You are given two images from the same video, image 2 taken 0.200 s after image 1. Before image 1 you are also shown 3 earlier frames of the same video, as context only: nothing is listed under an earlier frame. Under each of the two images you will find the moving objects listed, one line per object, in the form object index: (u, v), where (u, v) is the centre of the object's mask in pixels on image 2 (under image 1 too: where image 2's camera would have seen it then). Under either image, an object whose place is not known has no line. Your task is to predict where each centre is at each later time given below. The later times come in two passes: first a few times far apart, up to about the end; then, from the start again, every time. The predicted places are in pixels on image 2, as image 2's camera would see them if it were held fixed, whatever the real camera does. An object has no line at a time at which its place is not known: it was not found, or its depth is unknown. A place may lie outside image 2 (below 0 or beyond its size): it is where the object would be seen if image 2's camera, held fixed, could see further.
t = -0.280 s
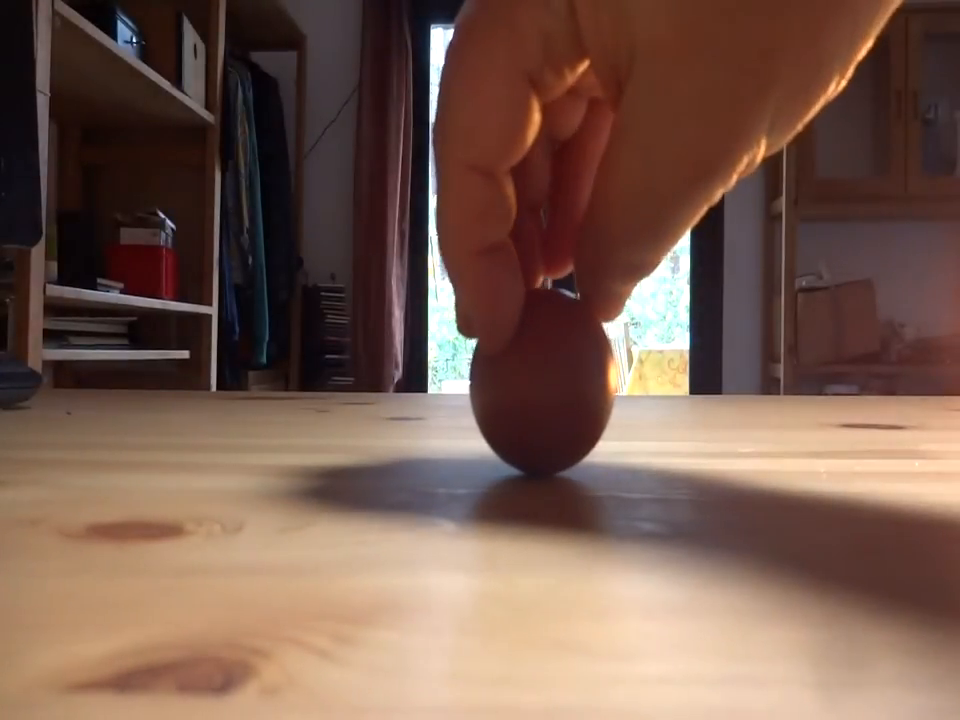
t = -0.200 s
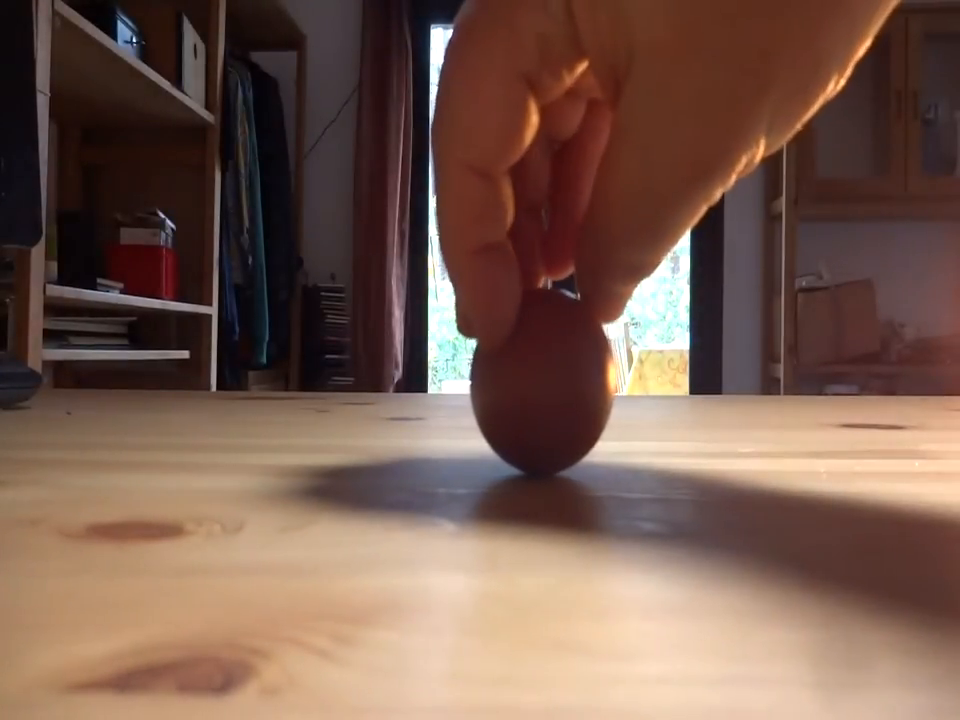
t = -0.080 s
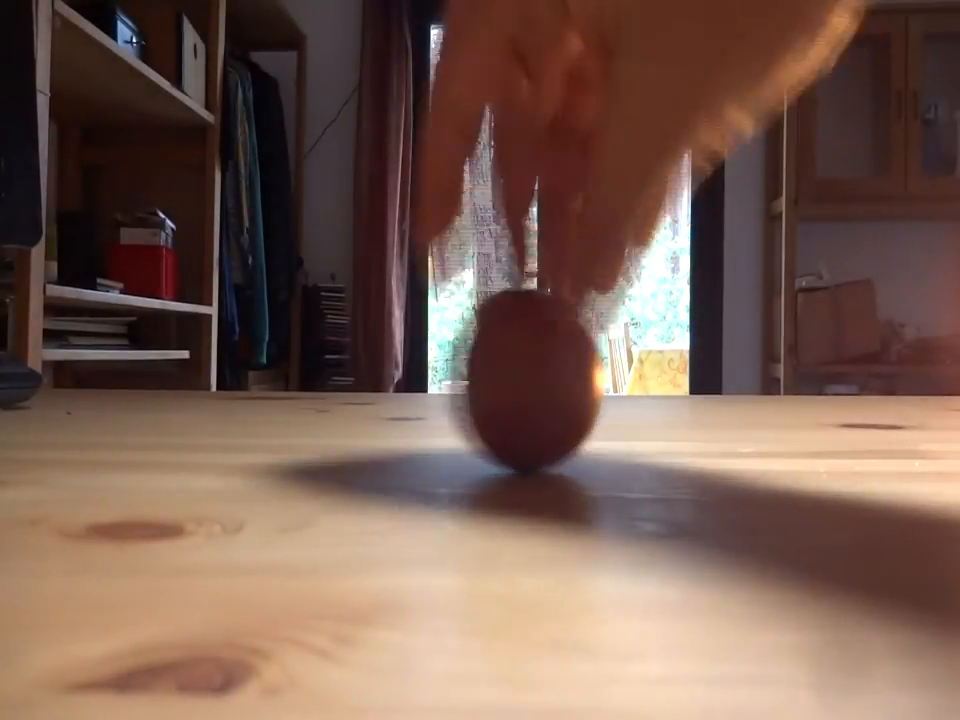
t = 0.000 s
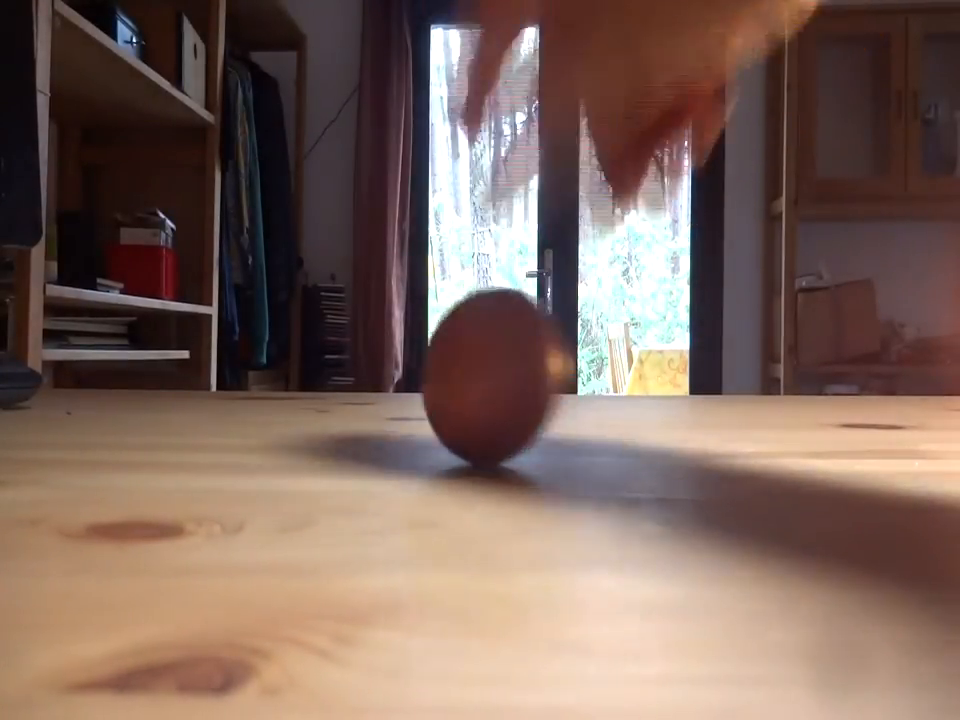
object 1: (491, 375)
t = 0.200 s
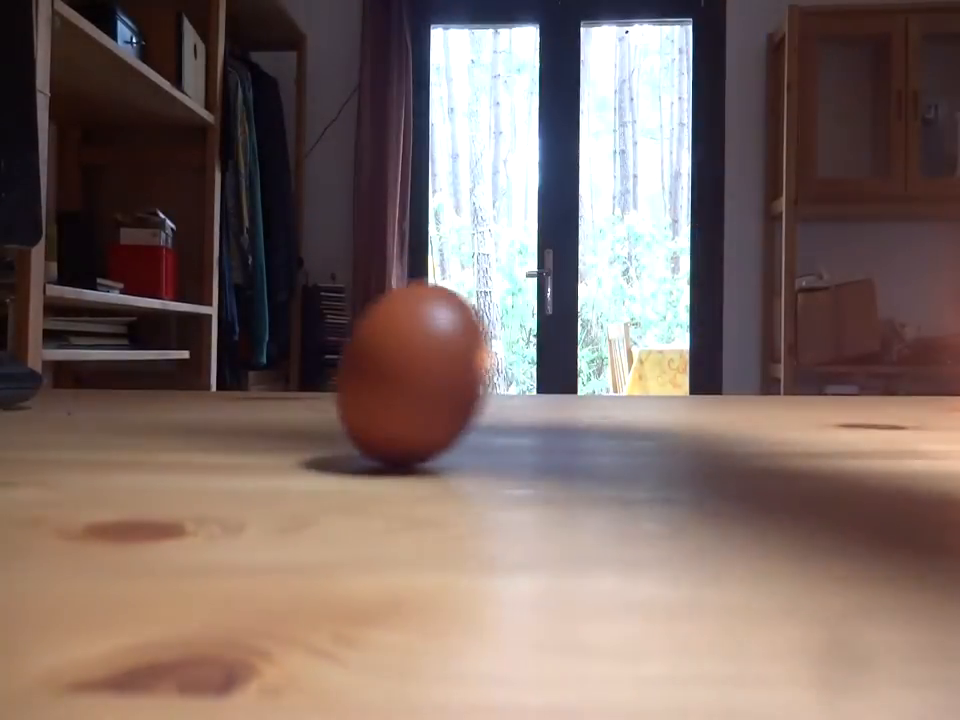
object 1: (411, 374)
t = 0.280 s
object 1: (391, 376)
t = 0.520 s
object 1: (405, 381)
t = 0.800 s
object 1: (456, 380)
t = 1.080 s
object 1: (410, 381)
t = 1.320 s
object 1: (441, 382)
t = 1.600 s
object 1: (431, 381)
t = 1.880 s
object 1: (422, 382)
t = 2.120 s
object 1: (451, 381)
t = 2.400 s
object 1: (417, 382)
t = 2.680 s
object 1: (426, 381)
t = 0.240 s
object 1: (400, 373)
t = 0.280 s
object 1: (391, 376)
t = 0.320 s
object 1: (382, 380)
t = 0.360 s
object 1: (374, 380)
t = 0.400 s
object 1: (371, 378)
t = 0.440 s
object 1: (375, 379)
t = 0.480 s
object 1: (387, 380)
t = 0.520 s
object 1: (405, 381)
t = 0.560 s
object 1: (422, 381)
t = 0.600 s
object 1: (433, 381)
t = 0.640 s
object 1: (442, 381)
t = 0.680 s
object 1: (448, 383)
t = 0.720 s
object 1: (453, 382)
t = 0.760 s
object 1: (456, 381)
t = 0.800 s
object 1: (456, 380)
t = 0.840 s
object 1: (451, 381)
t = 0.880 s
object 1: (443, 380)
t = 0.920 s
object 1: (434, 379)
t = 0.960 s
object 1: (427, 377)
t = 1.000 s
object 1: (421, 377)
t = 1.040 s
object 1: (415, 379)
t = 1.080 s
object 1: (410, 381)
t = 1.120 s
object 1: (407, 381)
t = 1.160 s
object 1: (408, 381)
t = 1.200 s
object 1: (413, 382)
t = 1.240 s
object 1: (424, 382)
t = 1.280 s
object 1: (434, 382)
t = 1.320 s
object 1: (441, 382)
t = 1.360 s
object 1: (444, 382)
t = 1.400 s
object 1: (444, 382)
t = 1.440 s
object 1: (444, 382)
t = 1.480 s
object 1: (442, 382)
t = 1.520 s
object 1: (440, 381)
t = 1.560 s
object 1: (436, 381)
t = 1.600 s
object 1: (431, 381)
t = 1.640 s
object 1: (424, 380)
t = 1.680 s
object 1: (419, 380)
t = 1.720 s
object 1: (417, 379)
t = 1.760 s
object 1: (418, 379)
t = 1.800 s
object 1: (420, 380)
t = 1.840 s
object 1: (421, 381)
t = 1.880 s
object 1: (422, 382)
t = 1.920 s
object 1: (425, 382)
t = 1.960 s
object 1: (430, 382)
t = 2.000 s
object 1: (437, 382)
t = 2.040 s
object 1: (443, 381)
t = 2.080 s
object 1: (449, 381)
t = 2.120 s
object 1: (451, 381)
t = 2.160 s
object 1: (448, 382)
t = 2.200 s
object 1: (443, 382)
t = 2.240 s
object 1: (437, 382)
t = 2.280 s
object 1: (432, 382)
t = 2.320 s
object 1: (427, 382)
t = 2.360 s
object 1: (423, 382)
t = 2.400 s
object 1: (417, 382)
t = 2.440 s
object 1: (413, 383)
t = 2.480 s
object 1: (409, 382)
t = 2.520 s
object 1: (409, 382)
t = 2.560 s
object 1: (413, 382)
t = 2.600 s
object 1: (418, 382)
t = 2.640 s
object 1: (423, 382)
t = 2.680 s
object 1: (426, 381)
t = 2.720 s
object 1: (428, 381)
